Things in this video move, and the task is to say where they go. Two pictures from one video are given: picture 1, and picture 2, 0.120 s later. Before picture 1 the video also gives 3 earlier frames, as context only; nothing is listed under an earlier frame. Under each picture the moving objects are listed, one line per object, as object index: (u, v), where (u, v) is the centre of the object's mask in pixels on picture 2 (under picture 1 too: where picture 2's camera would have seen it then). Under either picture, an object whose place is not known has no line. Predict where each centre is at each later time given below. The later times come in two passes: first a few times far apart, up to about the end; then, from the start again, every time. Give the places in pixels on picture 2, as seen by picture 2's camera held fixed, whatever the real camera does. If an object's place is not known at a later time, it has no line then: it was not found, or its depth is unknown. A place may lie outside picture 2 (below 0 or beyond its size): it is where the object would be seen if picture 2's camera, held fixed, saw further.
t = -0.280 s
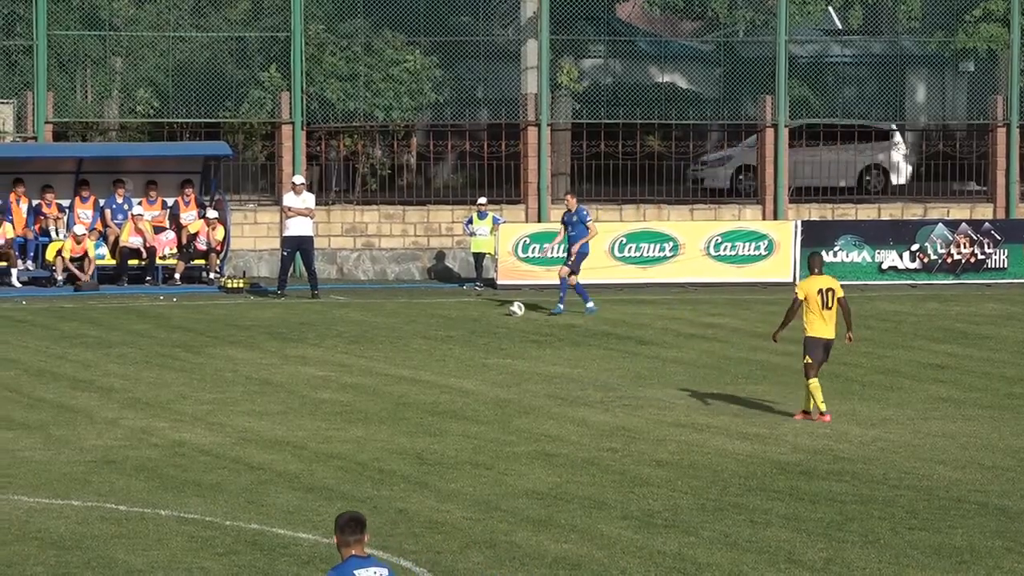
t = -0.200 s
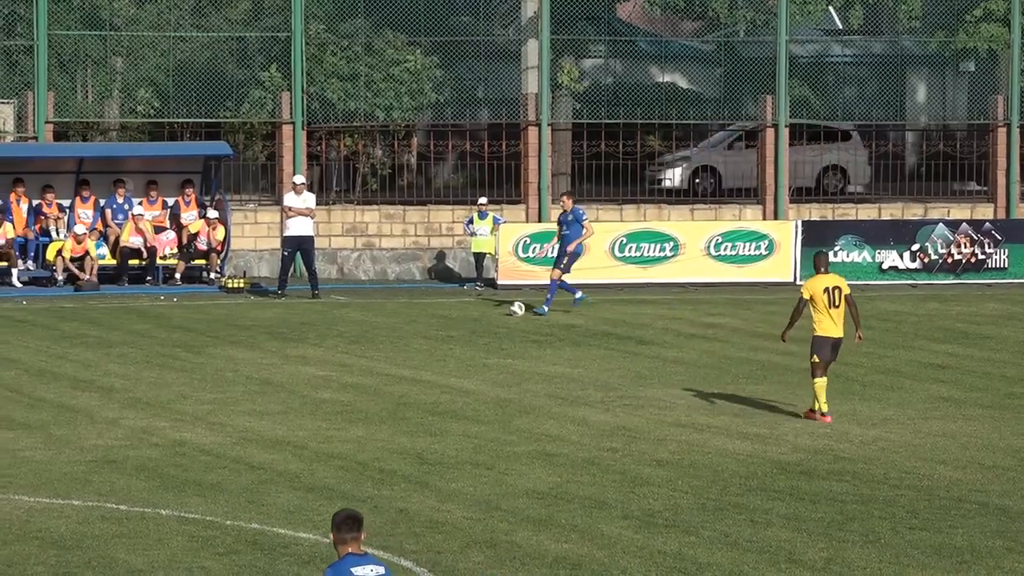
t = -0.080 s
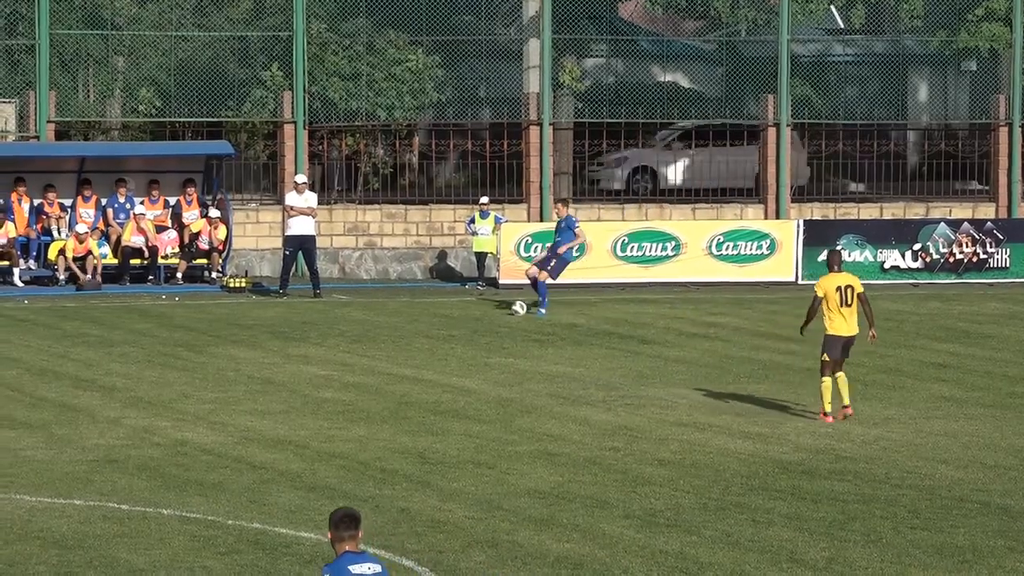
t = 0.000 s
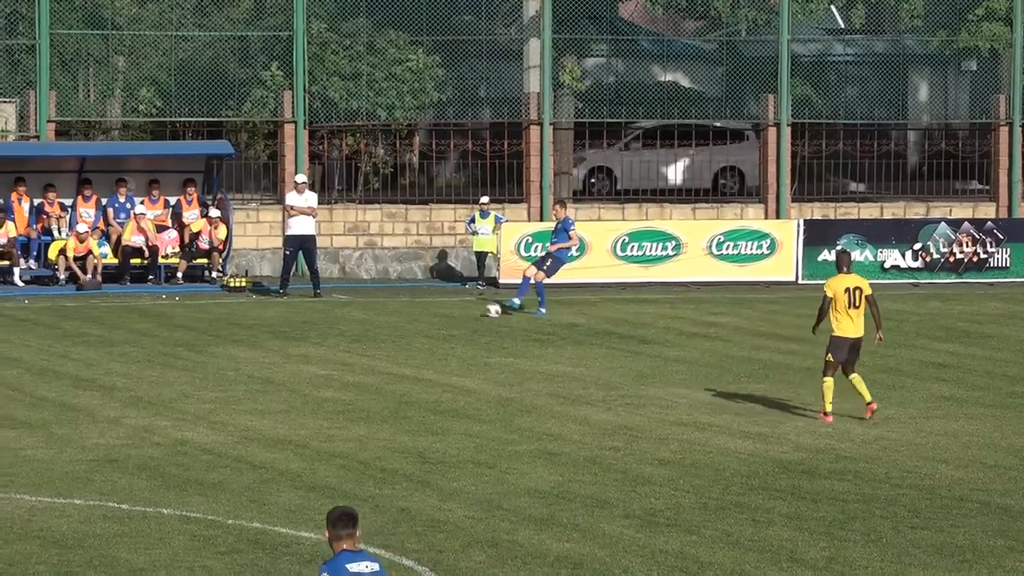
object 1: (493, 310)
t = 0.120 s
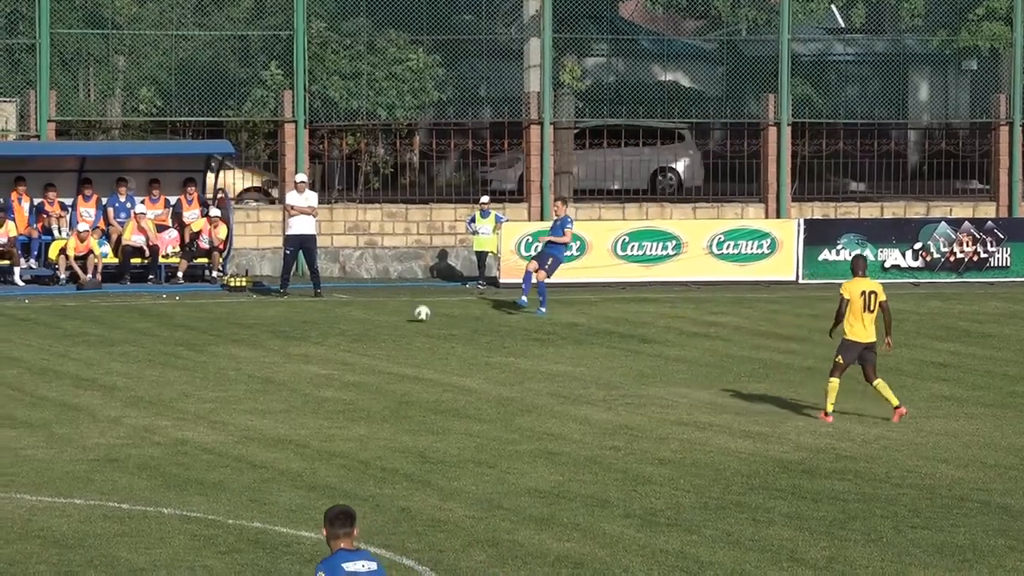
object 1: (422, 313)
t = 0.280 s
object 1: (335, 318)
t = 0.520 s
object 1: (223, 326)
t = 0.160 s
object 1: (397, 316)
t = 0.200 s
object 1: (375, 319)
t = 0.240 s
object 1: (355, 318)
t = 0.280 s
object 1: (335, 318)
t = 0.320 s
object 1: (315, 318)
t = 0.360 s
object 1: (295, 320)
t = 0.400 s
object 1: (275, 323)
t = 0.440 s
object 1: (255, 327)
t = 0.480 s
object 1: (238, 326)
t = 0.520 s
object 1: (223, 326)
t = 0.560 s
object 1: (207, 326)
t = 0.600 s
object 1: (191, 329)
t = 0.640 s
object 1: (174, 331)
